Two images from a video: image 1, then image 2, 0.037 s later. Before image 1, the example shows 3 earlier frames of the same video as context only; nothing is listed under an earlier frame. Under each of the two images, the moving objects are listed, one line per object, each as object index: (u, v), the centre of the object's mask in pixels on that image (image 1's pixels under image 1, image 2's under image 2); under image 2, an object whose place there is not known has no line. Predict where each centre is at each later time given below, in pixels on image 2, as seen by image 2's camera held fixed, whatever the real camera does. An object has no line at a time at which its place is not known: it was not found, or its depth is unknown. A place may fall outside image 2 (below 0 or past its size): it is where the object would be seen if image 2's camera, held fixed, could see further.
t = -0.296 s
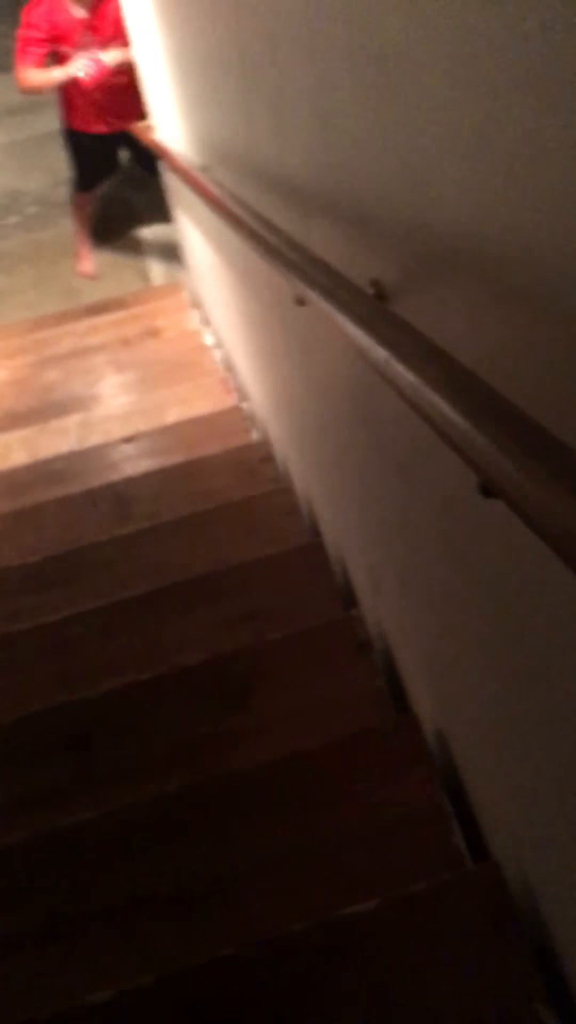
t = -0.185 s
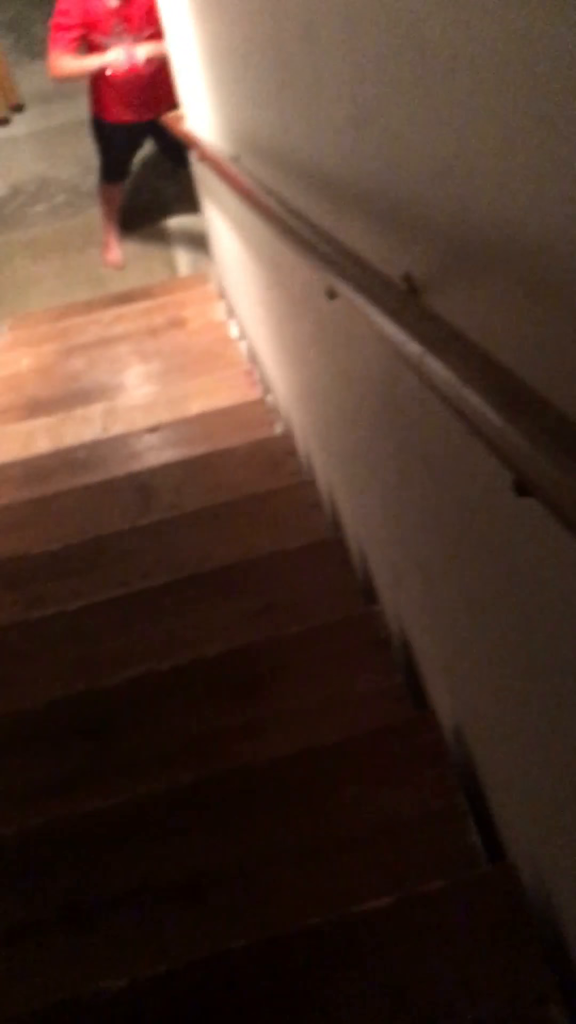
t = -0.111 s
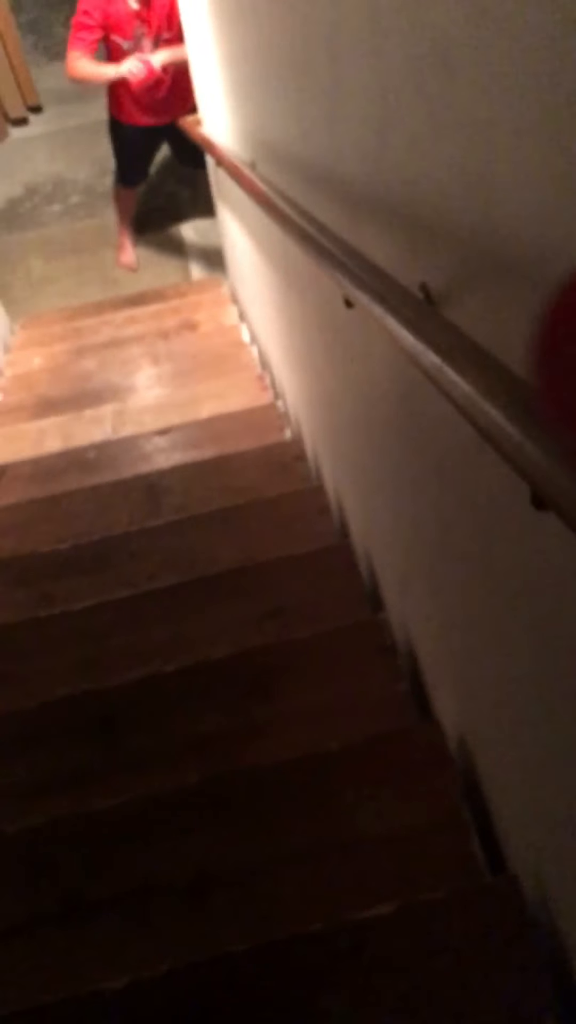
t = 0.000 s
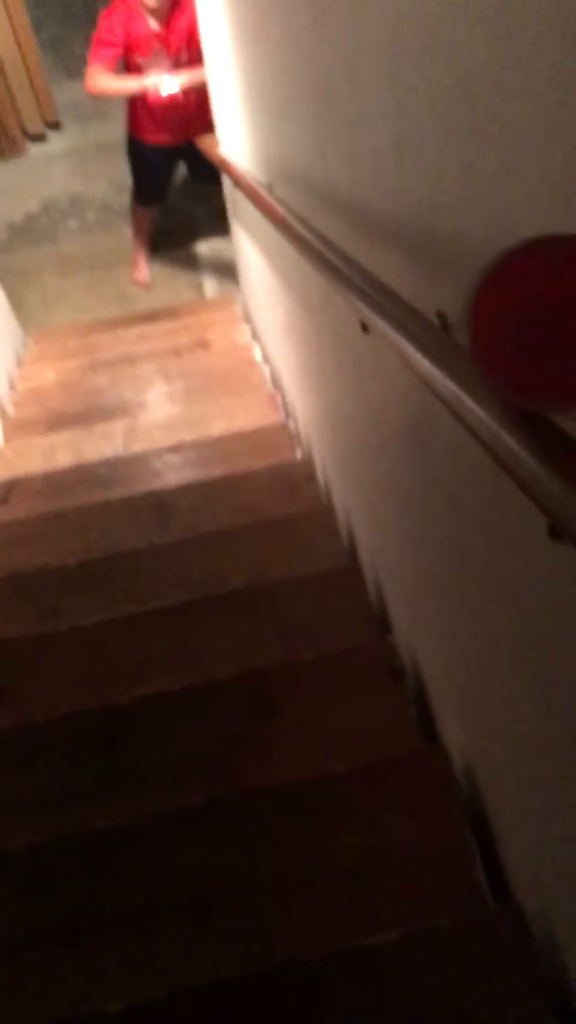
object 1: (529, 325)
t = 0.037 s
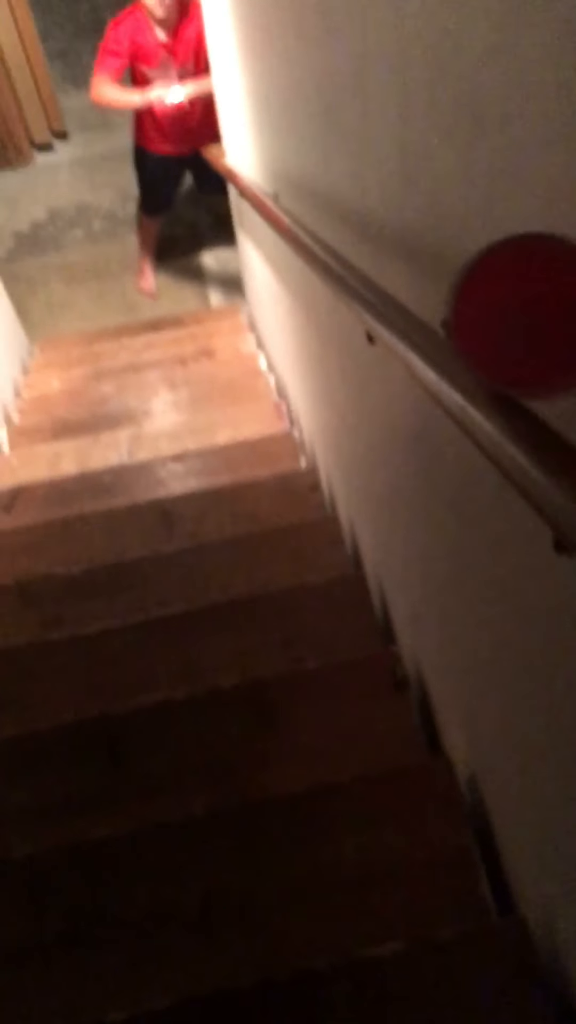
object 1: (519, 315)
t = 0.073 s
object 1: (504, 300)
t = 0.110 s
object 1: (486, 288)
